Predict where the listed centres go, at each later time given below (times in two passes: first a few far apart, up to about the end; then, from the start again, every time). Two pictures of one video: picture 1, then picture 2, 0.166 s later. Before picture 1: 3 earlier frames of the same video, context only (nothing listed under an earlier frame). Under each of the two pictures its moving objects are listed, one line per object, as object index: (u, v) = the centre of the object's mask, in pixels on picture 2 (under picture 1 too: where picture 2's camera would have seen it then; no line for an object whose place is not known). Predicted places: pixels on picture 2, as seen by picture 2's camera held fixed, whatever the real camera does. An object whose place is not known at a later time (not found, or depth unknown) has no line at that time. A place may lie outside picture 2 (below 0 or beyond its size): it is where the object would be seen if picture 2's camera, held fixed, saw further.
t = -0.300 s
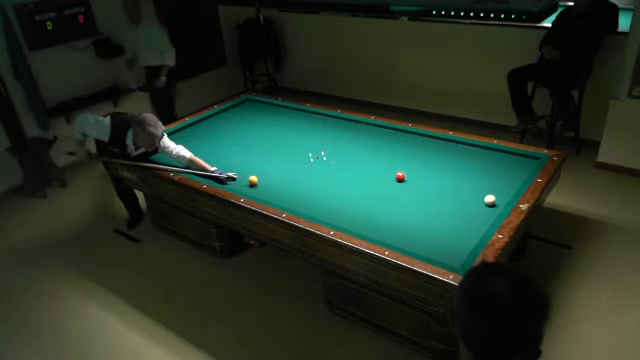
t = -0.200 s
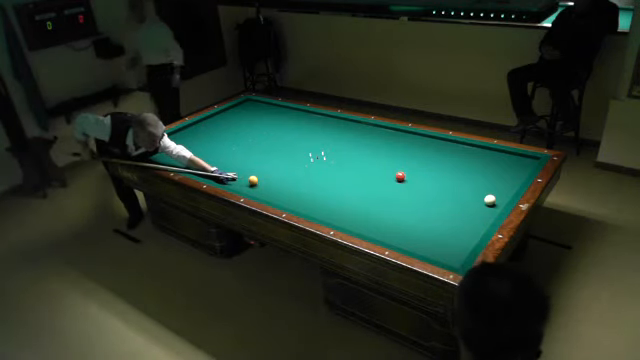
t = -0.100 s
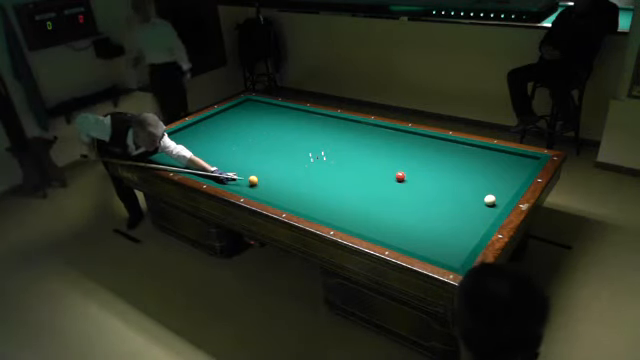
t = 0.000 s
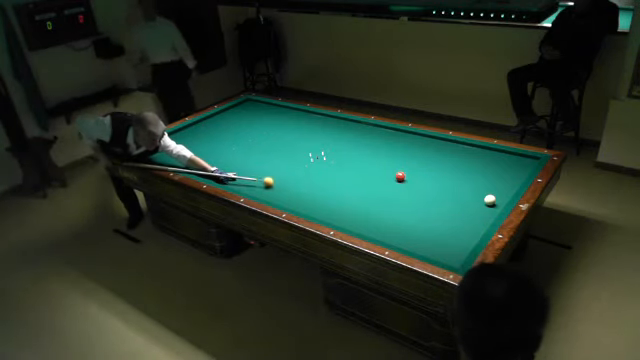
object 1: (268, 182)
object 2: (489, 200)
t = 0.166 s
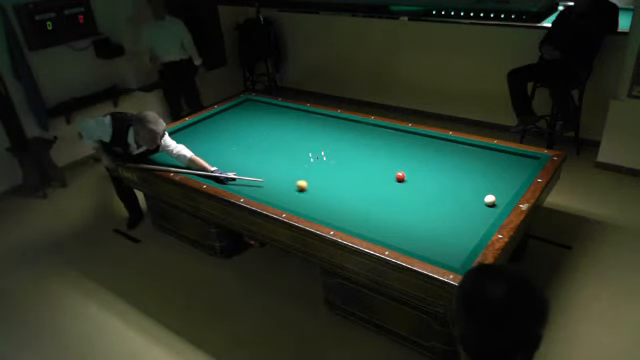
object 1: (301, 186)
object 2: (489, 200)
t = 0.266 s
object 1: (321, 188)
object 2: (490, 200)
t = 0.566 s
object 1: (382, 194)
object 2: (490, 200)
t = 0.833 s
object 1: (440, 200)
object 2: (490, 200)
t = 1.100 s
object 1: (493, 209)
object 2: (497, 196)
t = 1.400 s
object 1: (461, 209)
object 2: (509, 187)
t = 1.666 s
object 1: (432, 208)
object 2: (510, 180)
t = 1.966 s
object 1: (400, 207)
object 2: (510, 171)
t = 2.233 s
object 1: (374, 207)
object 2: (511, 164)
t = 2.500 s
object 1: (348, 206)
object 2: (511, 158)
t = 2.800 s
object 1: (320, 206)
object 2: (510, 154)
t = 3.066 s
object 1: (297, 205)
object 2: (504, 156)
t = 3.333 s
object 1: (280, 200)
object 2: (499, 158)
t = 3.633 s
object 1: (270, 194)
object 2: (493, 160)
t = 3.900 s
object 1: (261, 188)
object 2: (489, 162)
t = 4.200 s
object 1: (253, 182)
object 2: (484, 164)
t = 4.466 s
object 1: (247, 177)
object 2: (480, 166)
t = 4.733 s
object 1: (240, 172)
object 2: (476, 168)
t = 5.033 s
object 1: (234, 167)
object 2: (472, 169)
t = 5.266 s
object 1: (230, 164)
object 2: (470, 171)
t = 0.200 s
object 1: (308, 186)
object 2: (489, 200)
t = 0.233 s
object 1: (314, 187)
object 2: (489, 200)
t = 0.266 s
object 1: (321, 188)
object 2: (490, 200)
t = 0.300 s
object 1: (327, 188)
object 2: (489, 200)
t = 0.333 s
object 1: (334, 189)
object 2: (490, 200)
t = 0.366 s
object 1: (341, 189)
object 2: (490, 200)
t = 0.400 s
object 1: (347, 190)
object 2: (490, 200)
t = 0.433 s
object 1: (354, 191)
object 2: (490, 200)
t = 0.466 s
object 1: (361, 191)
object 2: (490, 200)
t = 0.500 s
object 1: (368, 192)
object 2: (489, 200)
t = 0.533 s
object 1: (375, 193)
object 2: (490, 200)
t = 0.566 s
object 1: (382, 194)
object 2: (490, 200)
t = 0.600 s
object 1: (389, 194)
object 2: (490, 200)
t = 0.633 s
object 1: (396, 195)
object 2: (490, 200)
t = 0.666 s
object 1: (403, 196)
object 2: (490, 200)
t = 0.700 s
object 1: (410, 197)
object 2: (490, 200)
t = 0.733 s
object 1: (418, 198)
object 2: (490, 200)
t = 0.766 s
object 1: (425, 198)
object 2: (489, 200)
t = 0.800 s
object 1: (432, 199)
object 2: (490, 200)
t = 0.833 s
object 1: (440, 200)
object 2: (490, 200)
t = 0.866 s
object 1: (447, 200)
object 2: (490, 200)
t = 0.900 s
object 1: (455, 201)
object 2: (489, 200)
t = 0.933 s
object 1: (462, 202)
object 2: (490, 200)
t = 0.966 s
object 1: (470, 203)
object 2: (490, 200)
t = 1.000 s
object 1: (477, 203)
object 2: (490, 200)
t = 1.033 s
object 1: (483, 205)
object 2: (492, 198)
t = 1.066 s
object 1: (488, 207)
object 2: (494, 197)
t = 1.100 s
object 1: (493, 209)
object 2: (497, 196)
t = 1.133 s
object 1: (493, 210)
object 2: (500, 195)
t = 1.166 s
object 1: (489, 210)
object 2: (502, 194)
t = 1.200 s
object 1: (484, 209)
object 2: (504, 194)
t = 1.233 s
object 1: (479, 209)
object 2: (506, 193)
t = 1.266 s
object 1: (476, 209)
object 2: (508, 192)
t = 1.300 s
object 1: (472, 209)
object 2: (509, 190)
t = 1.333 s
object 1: (468, 209)
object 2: (509, 189)
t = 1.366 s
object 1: (464, 209)
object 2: (509, 188)
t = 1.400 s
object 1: (461, 209)
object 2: (509, 187)
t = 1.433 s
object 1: (457, 209)
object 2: (509, 187)
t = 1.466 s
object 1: (453, 209)
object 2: (509, 185)
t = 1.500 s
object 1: (450, 209)
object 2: (509, 185)
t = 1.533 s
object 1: (446, 209)
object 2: (509, 184)
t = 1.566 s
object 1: (442, 209)
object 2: (510, 182)
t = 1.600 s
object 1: (439, 208)
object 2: (510, 182)
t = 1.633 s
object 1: (435, 208)
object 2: (510, 181)
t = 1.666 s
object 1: (432, 208)
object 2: (510, 180)
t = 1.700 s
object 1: (428, 208)
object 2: (510, 179)
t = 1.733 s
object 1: (424, 208)
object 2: (510, 178)
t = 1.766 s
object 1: (421, 208)
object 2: (510, 177)
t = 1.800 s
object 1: (418, 208)
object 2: (510, 176)
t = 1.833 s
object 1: (414, 208)
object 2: (510, 175)
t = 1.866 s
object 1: (410, 208)
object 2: (510, 174)
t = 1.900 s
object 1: (407, 208)
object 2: (510, 173)
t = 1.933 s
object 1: (404, 208)
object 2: (510, 172)
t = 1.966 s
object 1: (400, 207)
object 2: (510, 171)
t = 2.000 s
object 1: (397, 207)
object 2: (510, 170)
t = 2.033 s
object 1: (393, 207)
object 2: (510, 169)
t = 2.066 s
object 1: (390, 207)
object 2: (510, 169)
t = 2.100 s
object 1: (387, 207)
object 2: (510, 168)
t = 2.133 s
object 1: (383, 207)
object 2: (510, 167)
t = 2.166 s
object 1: (380, 207)
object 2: (511, 166)
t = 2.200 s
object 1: (377, 207)
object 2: (511, 165)
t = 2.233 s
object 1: (374, 207)
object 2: (511, 164)
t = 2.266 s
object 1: (371, 207)
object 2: (511, 164)
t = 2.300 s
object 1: (367, 207)
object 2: (511, 163)
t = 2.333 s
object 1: (364, 207)
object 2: (511, 162)
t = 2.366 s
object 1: (361, 206)
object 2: (511, 161)
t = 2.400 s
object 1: (358, 207)
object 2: (511, 161)
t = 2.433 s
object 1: (354, 206)
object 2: (511, 160)
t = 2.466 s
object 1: (351, 206)
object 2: (511, 159)
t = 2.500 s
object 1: (348, 206)
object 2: (511, 158)
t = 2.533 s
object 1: (345, 206)
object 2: (511, 158)
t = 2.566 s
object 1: (342, 206)
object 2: (511, 157)
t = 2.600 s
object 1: (339, 206)
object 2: (511, 156)
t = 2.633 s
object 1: (335, 206)
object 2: (511, 155)
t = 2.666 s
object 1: (332, 206)
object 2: (511, 154)
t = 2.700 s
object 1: (329, 206)
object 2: (511, 154)
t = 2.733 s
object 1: (326, 206)
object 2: (511, 153)
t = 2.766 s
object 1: (323, 206)
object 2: (510, 153)
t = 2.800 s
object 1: (320, 206)
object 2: (510, 154)
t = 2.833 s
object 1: (317, 205)
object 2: (509, 154)
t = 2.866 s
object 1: (314, 205)
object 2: (508, 154)
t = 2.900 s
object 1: (311, 205)
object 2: (508, 154)
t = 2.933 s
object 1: (308, 206)
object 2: (507, 155)
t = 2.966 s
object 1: (306, 205)
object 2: (506, 155)
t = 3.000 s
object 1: (302, 205)
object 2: (505, 155)
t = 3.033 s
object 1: (300, 205)
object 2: (505, 156)
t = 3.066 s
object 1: (297, 205)
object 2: (504, 156)
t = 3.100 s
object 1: (294, 204)
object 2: (503, 156)
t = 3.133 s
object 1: (292, 204)
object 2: (503, 156)
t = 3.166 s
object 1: (288, 204)
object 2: (502, 157)
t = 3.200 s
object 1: (286, 203)
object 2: (501, 157)
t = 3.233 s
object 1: (283, 203)
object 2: (501, 157)
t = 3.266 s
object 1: (282, 202)
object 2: (500, 157)
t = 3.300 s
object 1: (280, 201)
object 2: (500, 158)
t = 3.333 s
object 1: (280, 200)
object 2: (499, 158)
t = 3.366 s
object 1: (278, 200)
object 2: (498, 158)
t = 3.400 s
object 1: (277, 199)
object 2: (498, 158)
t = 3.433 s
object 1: (276, 199)
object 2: (497, 159)
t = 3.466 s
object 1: (275, 198)
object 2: (497, 159)
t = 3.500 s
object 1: (274, 197)
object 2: (496, 159)
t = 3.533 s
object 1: (273, 196)
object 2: (495, 159)
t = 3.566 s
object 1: (271, 196)
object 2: (495, 160)
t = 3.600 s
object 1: (271, 195)
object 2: (494, 160)
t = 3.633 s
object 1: (270, 194)
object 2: (493, 160)
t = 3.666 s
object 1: (268, 194)
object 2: (493, 160)
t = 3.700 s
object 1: (267, 192)
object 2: (492, 161)
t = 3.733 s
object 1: (266, 192)
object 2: (492, 161)
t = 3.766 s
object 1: (265, 191)
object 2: (491, 161)
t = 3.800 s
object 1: (264, 191)
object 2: (490, 161)
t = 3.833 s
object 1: (263, 190)
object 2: (490, 162)
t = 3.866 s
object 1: (262, 189)
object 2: (489, 162)
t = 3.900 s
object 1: (261, 188)
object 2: (489, 162)
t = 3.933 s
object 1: (260, 188)
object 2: (488, 162)
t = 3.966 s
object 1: (260, 187)
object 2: (488, 162)
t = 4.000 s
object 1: (259, 186)
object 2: (487, 163)
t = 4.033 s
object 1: (258, 186)
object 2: (487, 163)
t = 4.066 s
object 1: (257, 185)
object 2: (486, 163)
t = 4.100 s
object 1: (256, 184)
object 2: (486, 164)
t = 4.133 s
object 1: (255, 184)
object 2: (485, 164)
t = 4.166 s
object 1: (254, 183)
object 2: (484, 164)
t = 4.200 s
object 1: (253, 182)
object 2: (484, 164)
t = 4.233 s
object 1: (252, 181)
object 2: (483, 164)
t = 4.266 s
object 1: (252, 181)
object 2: (483, 165)
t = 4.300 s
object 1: (251, 180)
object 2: (483, 165)
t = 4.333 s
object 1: (250, 180)
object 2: (482, 165)
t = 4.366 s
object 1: (249, 179)
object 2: (482, 165)
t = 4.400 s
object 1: (248, 178)
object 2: (481, 166)
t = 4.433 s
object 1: (247, 177)
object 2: (480, 166)
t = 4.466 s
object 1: (247, 177)
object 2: (480, 166)
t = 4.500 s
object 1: (246, 176)
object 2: (480, 166)
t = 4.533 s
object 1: (245, 176)
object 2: (479, 166)
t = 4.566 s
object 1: (244, 175)
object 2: (479, 166)
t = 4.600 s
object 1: (244, 174)
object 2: (478, 167)
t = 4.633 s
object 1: (243, 174)
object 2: (478, 167)
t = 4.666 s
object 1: (242, 173)
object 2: (477, 167)
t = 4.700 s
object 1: (241, 173)
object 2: (477, 167)
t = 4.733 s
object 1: (240, 172)
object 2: (476, 168)
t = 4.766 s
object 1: (240, 172)
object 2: (476, 168)
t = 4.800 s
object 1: (239, 171)
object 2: (475, 168)
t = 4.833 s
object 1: (238, 170)
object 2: (475, 168)
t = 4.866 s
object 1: (238, 170)
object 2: (475, 168)
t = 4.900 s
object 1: (237, 169)
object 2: (474, 169)
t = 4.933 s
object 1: (236, 169)
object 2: (474, 169)
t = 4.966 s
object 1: (235, 168)
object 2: (473, 169)
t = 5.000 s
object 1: (235, 167)
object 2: (473, 169)
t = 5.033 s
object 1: (234, 167)
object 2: (472, 169)
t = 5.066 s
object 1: (233, 166)
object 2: (472, 169)
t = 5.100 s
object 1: (233, 166)
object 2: (471, 170)
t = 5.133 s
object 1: (232, 166)
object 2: (471, 170)
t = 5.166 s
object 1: (232, 165)
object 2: (471, 170)
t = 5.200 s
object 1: (231, 165)
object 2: (470, 170)
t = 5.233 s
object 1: (230, 164)
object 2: (470, 170)
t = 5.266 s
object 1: (230, 164)
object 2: (470, 171)
